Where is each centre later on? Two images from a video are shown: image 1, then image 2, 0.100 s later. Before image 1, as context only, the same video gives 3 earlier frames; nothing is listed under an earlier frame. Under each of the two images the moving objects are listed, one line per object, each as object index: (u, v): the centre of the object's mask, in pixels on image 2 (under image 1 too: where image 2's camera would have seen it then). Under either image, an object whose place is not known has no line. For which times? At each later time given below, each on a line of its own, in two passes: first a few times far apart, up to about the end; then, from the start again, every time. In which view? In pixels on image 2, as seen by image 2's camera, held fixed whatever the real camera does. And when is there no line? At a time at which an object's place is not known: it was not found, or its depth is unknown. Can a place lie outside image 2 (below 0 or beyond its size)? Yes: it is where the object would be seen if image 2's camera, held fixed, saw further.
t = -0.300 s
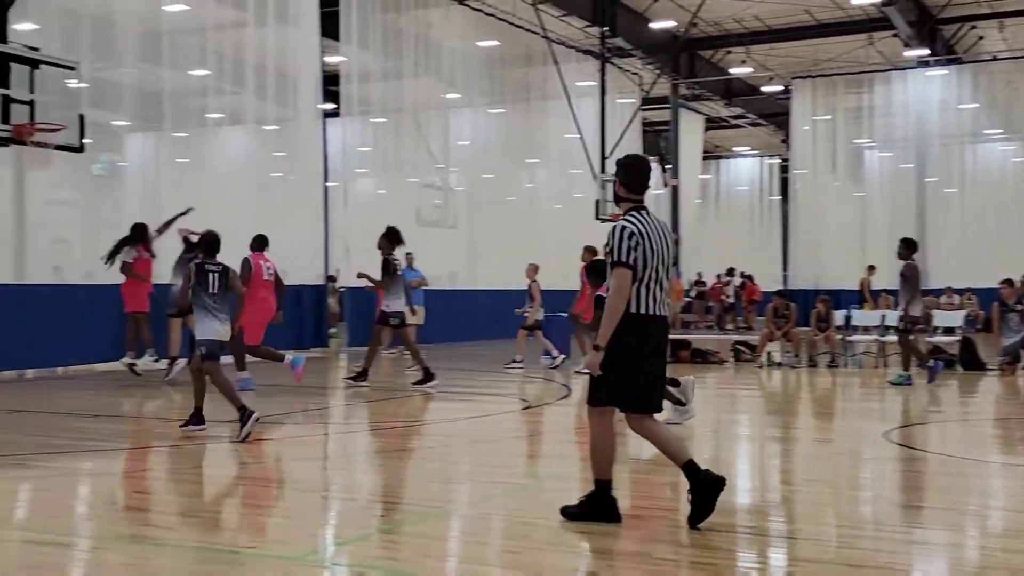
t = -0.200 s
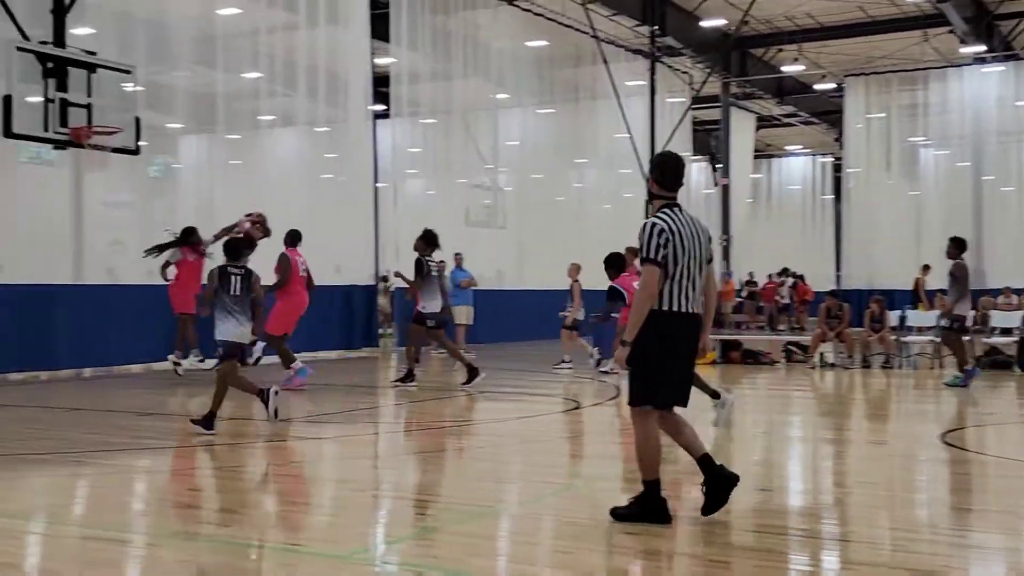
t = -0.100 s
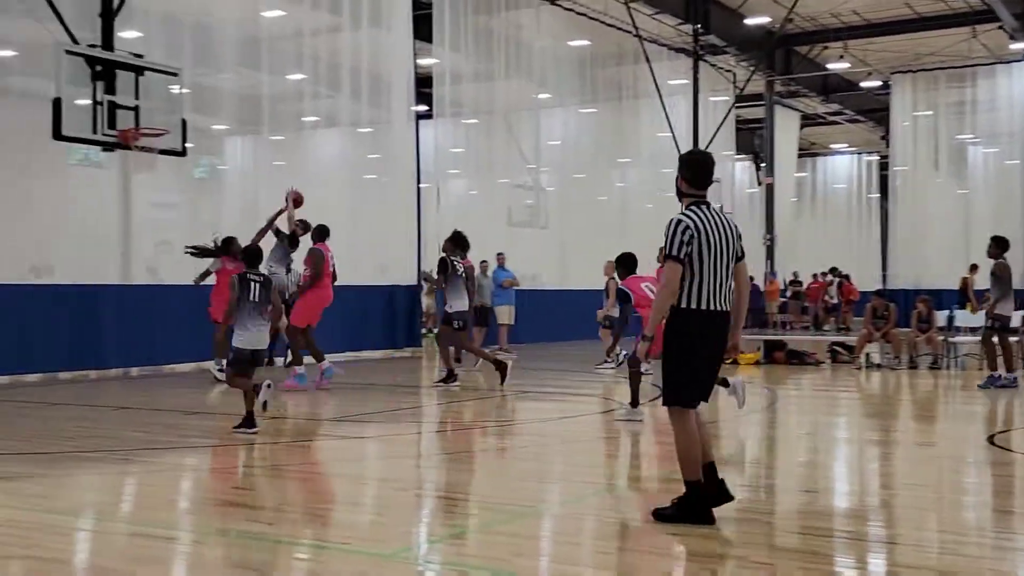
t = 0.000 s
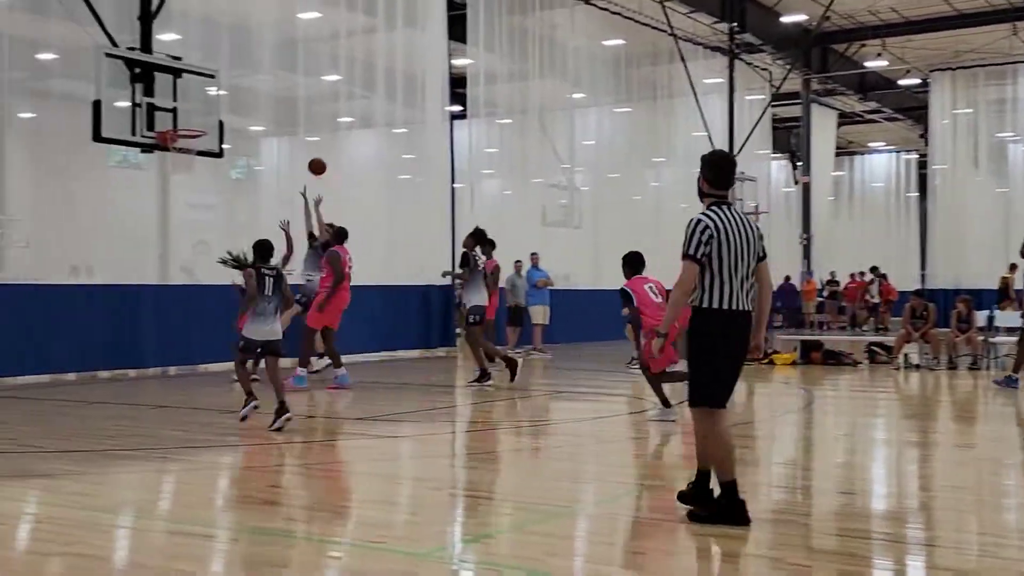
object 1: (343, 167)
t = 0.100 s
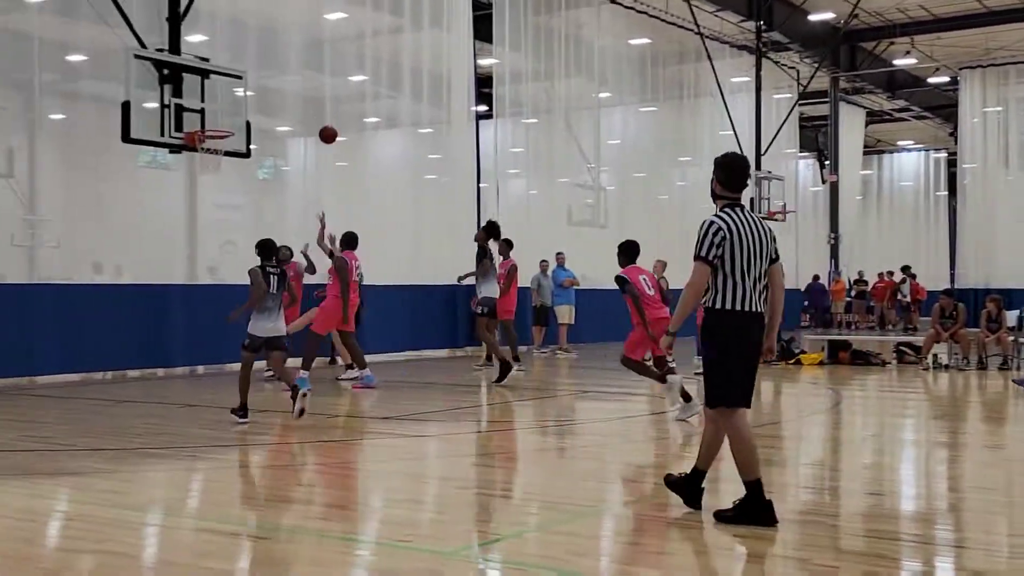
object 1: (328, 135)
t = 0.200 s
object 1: (312, 110)
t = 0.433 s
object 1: (273, 79)
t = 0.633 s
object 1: (237, 87)
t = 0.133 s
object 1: (323, 126)
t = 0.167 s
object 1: (317, 118)
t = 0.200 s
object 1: (312, 110)
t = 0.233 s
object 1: (307, 103)
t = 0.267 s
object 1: (301, 97)
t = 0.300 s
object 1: (296, 92)
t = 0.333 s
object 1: (290, 88)
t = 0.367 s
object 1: (284, 84)
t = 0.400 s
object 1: (279, 81)
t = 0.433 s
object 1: (273, 79)
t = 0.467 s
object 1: (267, 78)
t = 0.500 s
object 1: (261, 78)
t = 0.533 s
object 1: (256, 79)
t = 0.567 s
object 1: (250, 80)
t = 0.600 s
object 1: (244, 83)
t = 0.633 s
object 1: (237, 87)
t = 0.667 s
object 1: (231, 92)
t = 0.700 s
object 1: (225, 97)
